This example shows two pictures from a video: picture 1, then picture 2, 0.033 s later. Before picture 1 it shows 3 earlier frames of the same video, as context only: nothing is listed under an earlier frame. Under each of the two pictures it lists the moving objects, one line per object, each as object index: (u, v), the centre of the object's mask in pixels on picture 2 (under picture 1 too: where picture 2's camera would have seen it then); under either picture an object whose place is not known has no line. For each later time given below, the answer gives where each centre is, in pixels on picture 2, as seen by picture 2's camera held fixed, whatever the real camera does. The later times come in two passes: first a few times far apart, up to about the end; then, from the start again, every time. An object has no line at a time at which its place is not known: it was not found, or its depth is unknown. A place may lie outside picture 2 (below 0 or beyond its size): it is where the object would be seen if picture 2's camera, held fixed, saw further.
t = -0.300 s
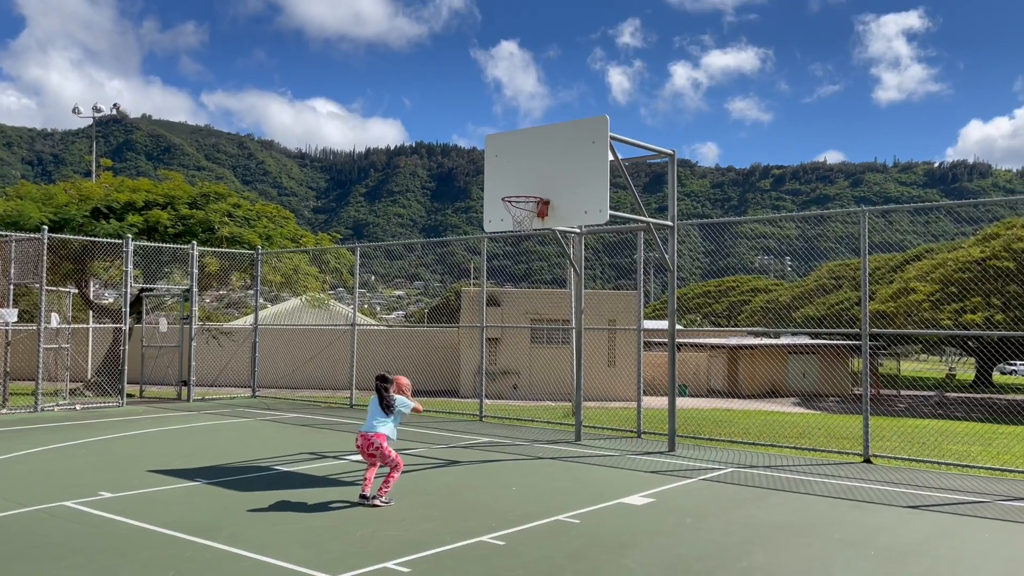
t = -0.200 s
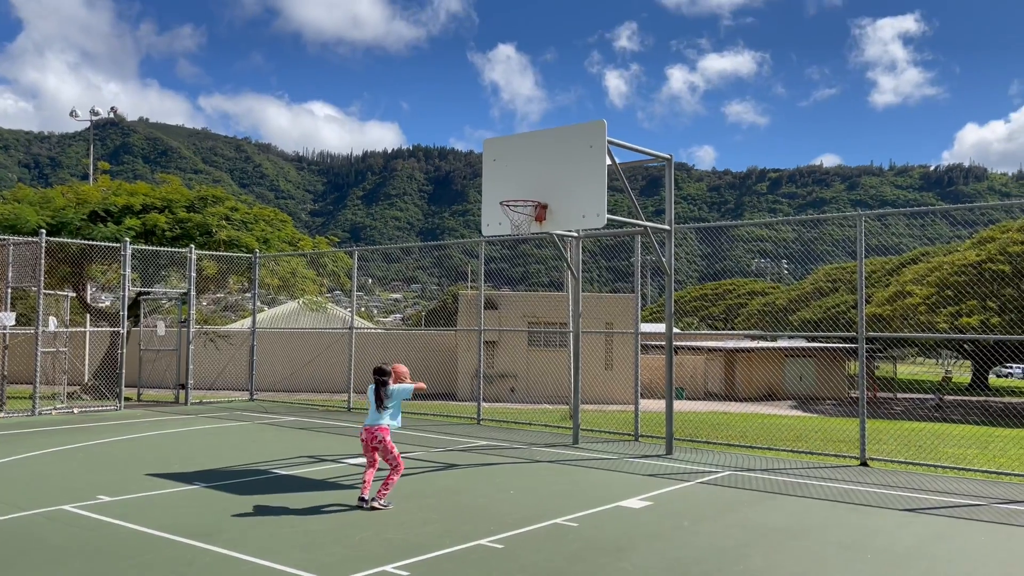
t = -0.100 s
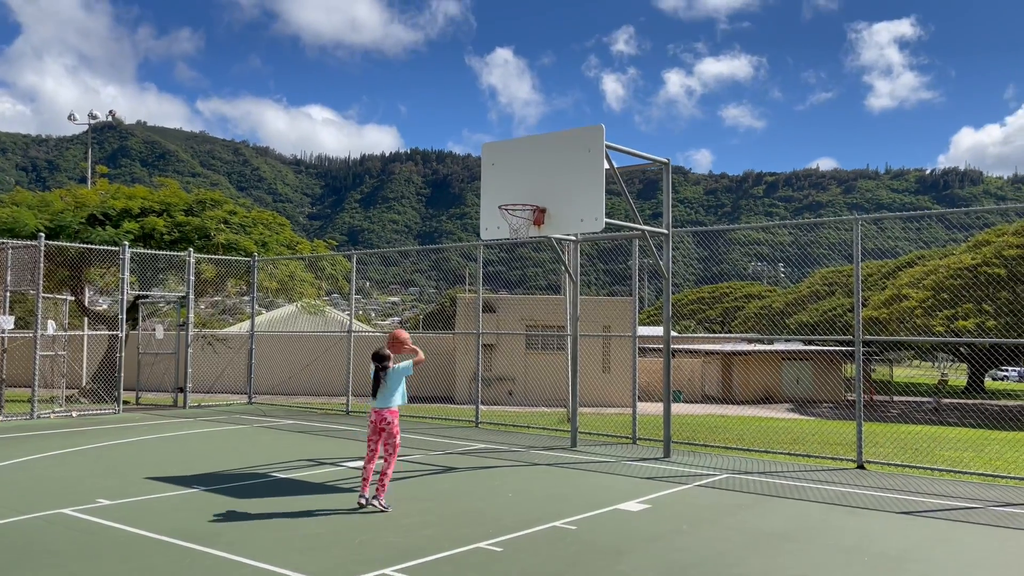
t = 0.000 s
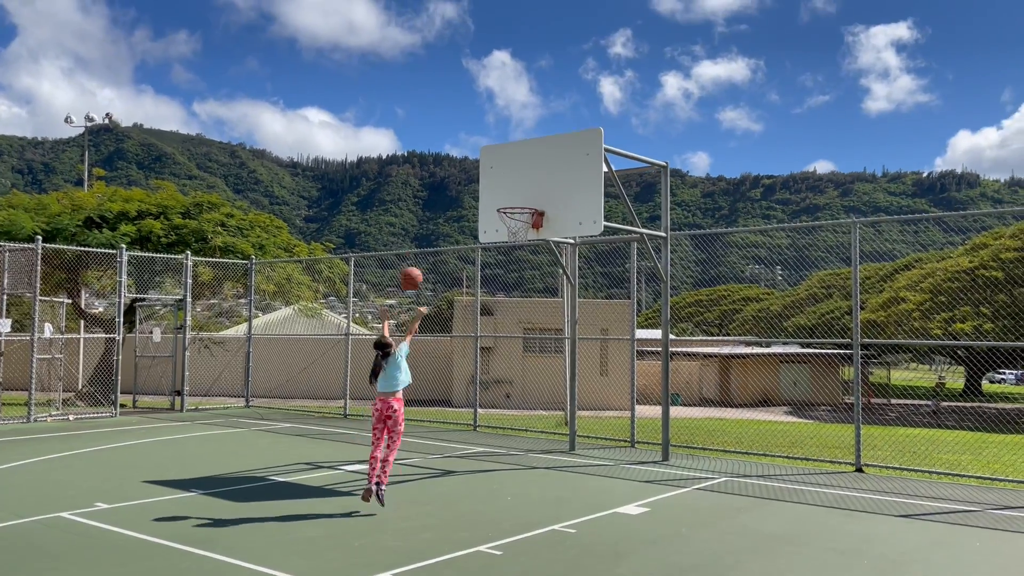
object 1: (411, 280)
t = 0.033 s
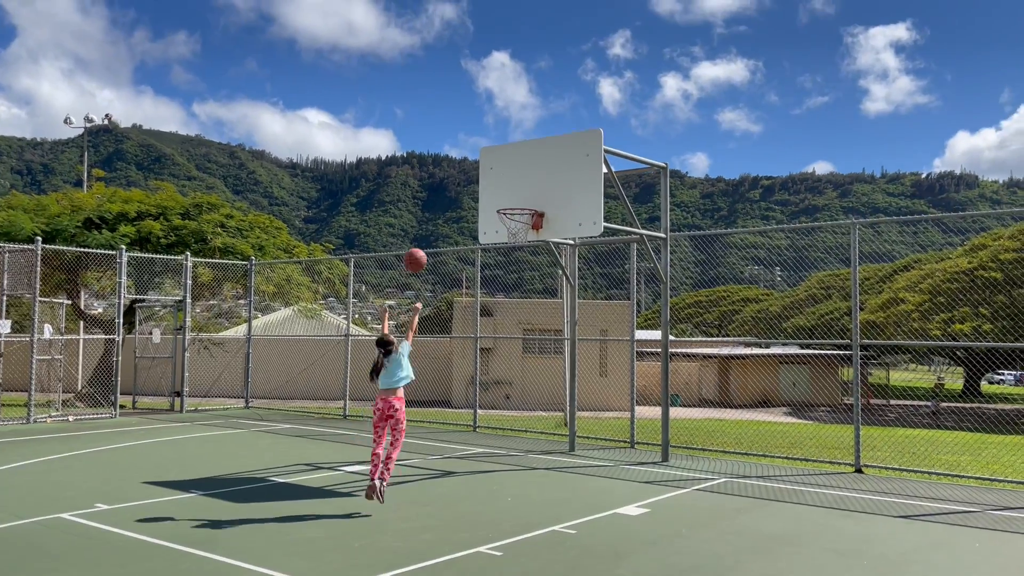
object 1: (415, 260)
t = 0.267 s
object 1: (444, 160)
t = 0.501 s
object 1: (469, 118)
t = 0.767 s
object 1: (494, 131)
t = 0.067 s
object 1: (420, 242)
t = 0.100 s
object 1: (425, 225)
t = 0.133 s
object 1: (429, 209)
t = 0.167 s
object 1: (433, 195)
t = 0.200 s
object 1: (437, 183)
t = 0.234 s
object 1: (441, 170)
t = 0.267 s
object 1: (444, 160)
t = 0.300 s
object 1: (448, 151)
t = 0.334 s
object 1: (452, 143)
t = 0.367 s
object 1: (455, 136)
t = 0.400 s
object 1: (459, 130)
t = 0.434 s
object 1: (462, 125)
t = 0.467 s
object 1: (466, 121)
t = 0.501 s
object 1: (469, 118)
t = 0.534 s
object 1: (472, 117)
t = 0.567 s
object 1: (475, 116)
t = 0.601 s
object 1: (479, 116)
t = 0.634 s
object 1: (482, 117)
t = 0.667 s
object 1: (485, 119)
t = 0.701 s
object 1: (488, 122)
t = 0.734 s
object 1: (491, 126)
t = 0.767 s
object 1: (494, 131)
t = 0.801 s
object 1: (497, 137)
